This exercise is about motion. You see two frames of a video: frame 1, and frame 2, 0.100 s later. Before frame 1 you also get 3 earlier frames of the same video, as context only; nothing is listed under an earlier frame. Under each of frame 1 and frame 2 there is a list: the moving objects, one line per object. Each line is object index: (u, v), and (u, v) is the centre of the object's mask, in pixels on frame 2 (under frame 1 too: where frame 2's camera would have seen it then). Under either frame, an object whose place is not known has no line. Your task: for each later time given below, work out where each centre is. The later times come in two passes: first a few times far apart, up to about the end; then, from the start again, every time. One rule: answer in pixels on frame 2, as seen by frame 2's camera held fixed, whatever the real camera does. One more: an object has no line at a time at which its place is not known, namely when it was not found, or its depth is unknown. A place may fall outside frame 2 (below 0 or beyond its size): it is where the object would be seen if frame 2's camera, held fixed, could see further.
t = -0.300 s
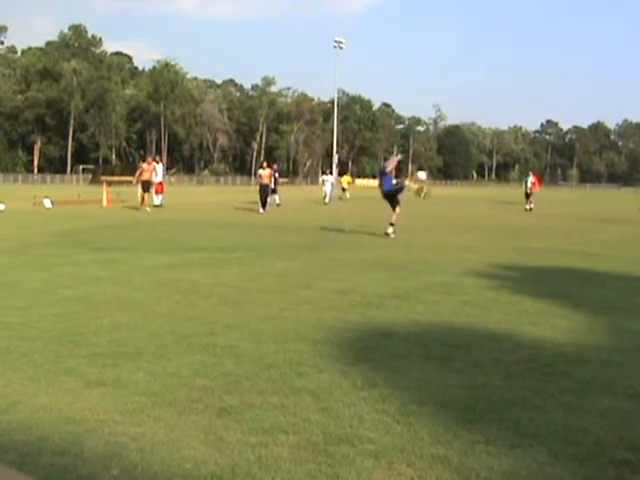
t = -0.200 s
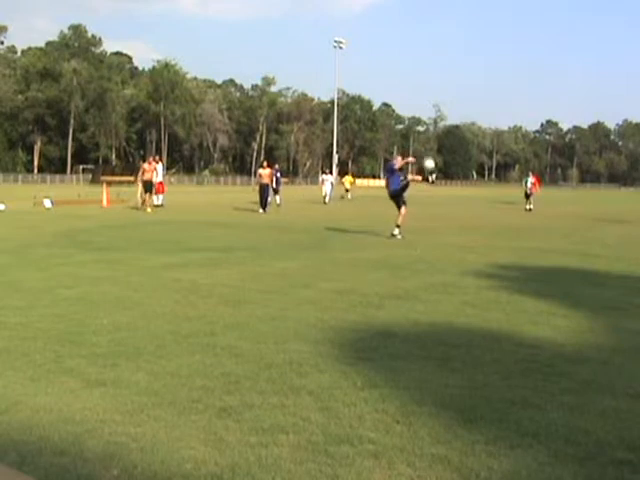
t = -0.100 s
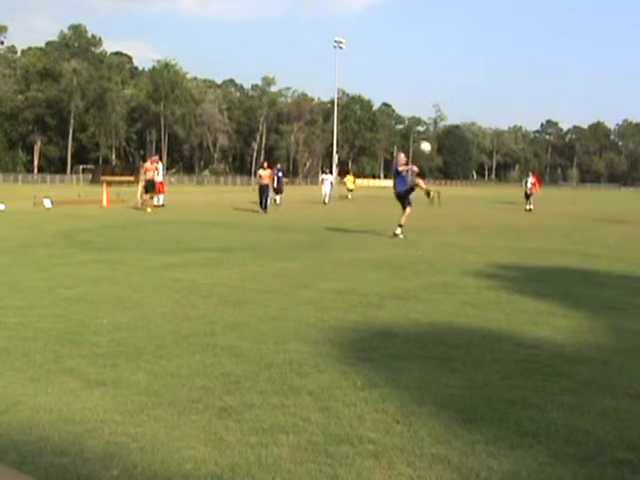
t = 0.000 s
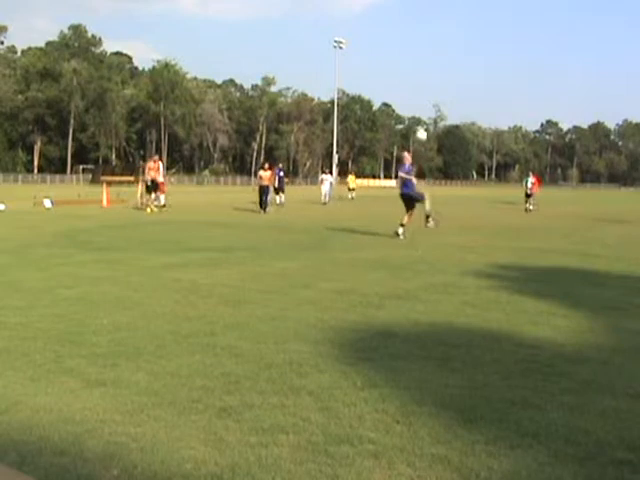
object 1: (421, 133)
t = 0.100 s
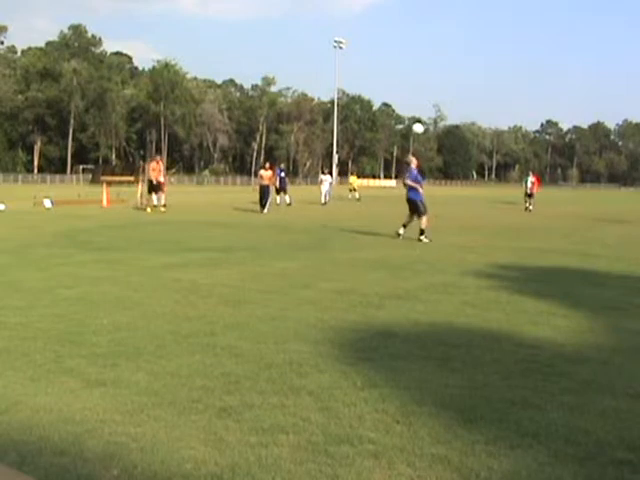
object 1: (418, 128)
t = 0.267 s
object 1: (410, 128)
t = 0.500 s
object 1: (401, 153)
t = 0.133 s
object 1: (417, 127)
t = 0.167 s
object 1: (415, 126)
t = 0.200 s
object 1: (414, 126)
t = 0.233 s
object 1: (412, 127)
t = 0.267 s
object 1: (410, 128)
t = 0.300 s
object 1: (409, 130)
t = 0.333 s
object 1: (407, 133)
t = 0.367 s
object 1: (406, 135)
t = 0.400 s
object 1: (405, 139)
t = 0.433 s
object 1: (403, 143)
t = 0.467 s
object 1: (402, 148)
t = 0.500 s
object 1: (401, 153)
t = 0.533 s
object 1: (399, 158)
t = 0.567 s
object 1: (397, 164)
